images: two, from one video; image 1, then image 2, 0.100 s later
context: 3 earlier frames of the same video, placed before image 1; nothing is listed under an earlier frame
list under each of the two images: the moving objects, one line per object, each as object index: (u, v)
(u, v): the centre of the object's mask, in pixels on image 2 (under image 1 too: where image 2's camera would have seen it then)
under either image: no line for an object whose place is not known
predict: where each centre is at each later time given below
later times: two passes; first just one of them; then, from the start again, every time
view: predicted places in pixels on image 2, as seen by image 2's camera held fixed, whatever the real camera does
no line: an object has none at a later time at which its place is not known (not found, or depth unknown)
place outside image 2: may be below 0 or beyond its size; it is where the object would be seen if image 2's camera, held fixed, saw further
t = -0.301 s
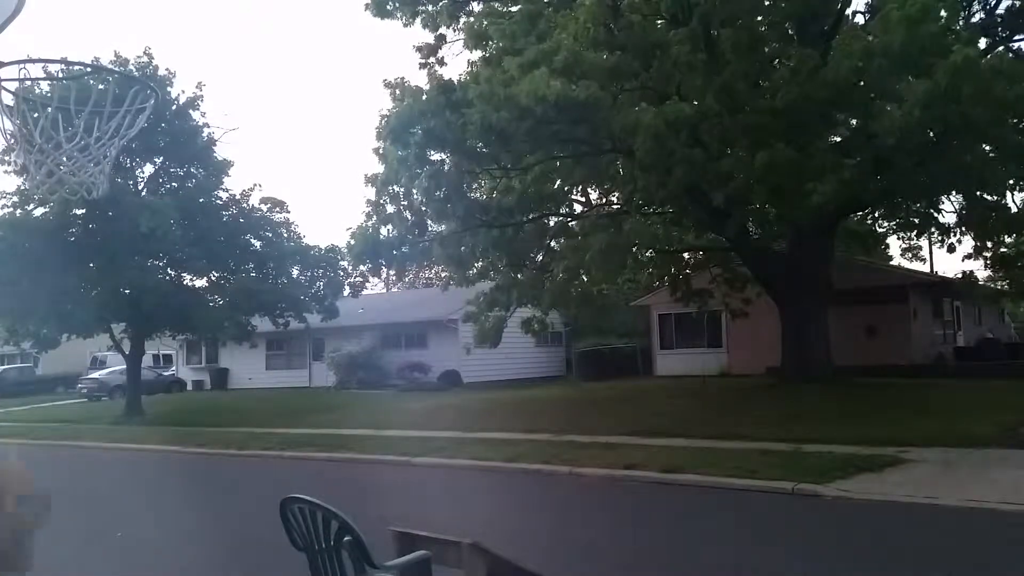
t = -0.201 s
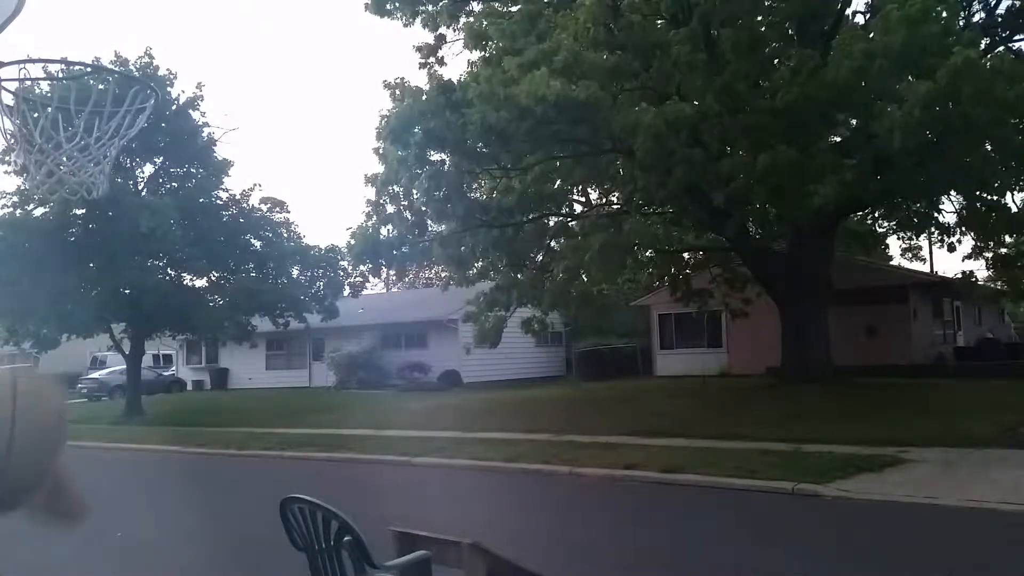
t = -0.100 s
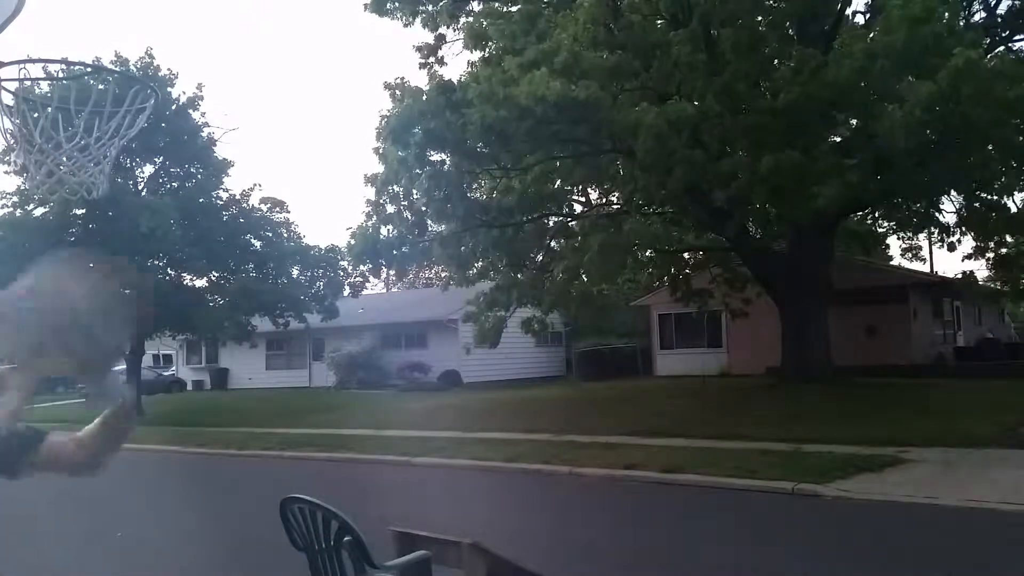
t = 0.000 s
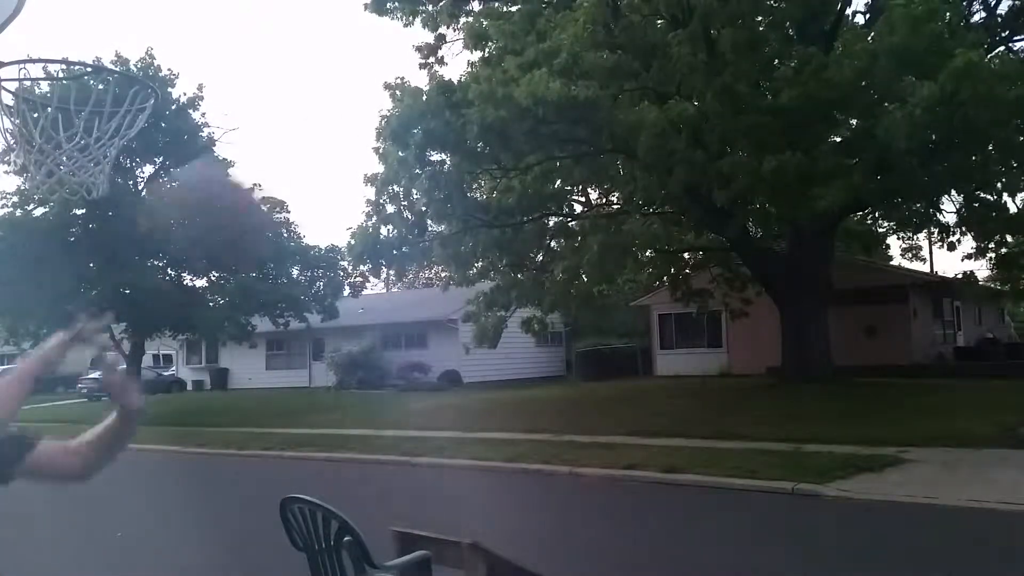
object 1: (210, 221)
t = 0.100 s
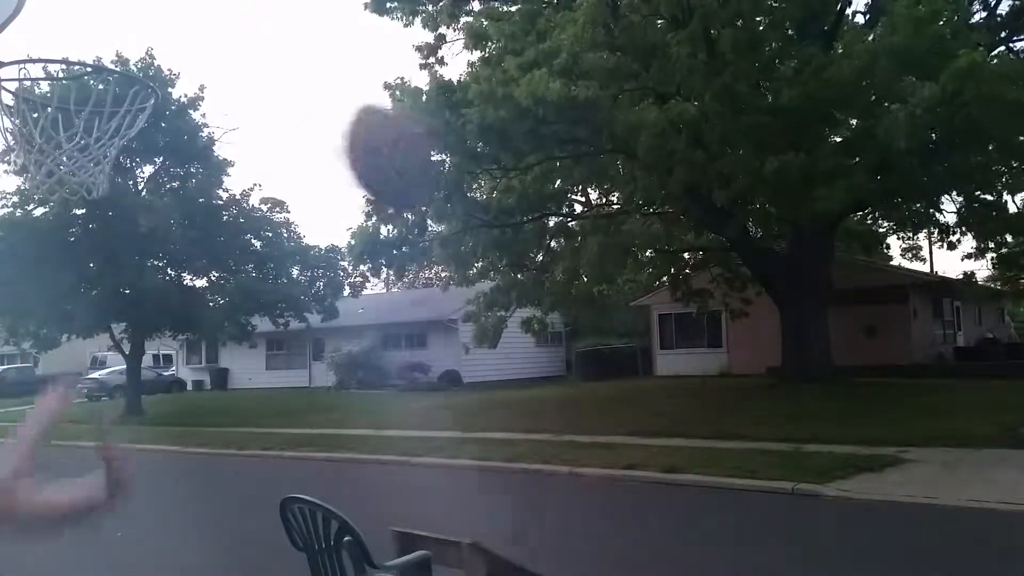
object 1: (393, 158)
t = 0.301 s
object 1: (689, 182)
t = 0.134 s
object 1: (439, 145)
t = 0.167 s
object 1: (493, 144)
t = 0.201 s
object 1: (536, 144)
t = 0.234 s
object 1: (585, 151)
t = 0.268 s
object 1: (638, 163)
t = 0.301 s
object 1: (689, 182)
